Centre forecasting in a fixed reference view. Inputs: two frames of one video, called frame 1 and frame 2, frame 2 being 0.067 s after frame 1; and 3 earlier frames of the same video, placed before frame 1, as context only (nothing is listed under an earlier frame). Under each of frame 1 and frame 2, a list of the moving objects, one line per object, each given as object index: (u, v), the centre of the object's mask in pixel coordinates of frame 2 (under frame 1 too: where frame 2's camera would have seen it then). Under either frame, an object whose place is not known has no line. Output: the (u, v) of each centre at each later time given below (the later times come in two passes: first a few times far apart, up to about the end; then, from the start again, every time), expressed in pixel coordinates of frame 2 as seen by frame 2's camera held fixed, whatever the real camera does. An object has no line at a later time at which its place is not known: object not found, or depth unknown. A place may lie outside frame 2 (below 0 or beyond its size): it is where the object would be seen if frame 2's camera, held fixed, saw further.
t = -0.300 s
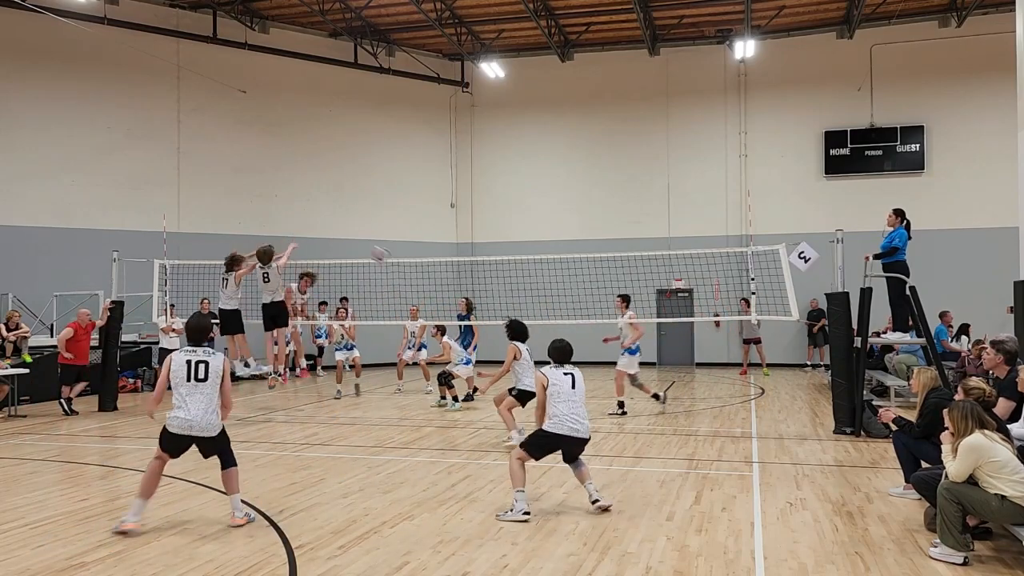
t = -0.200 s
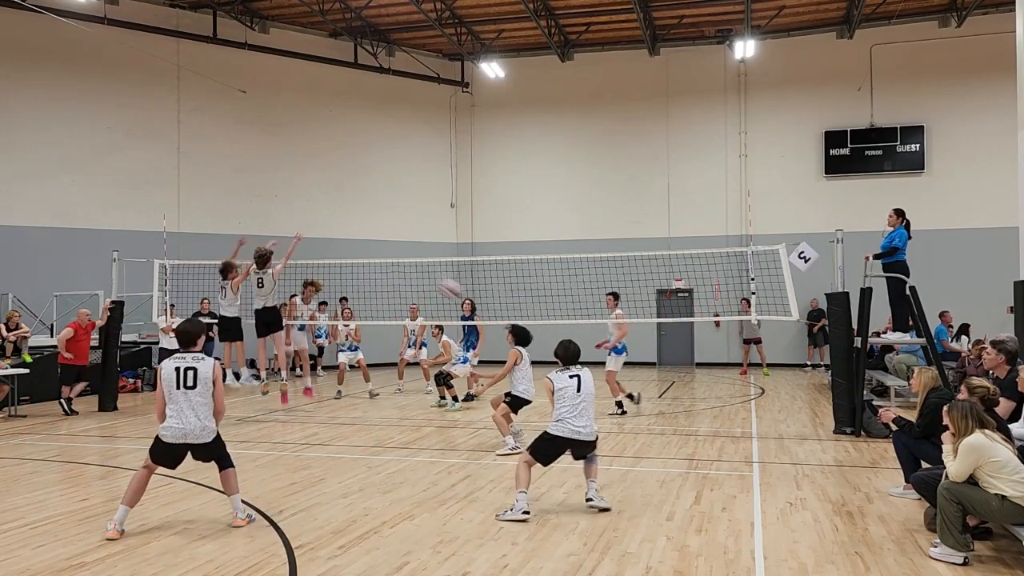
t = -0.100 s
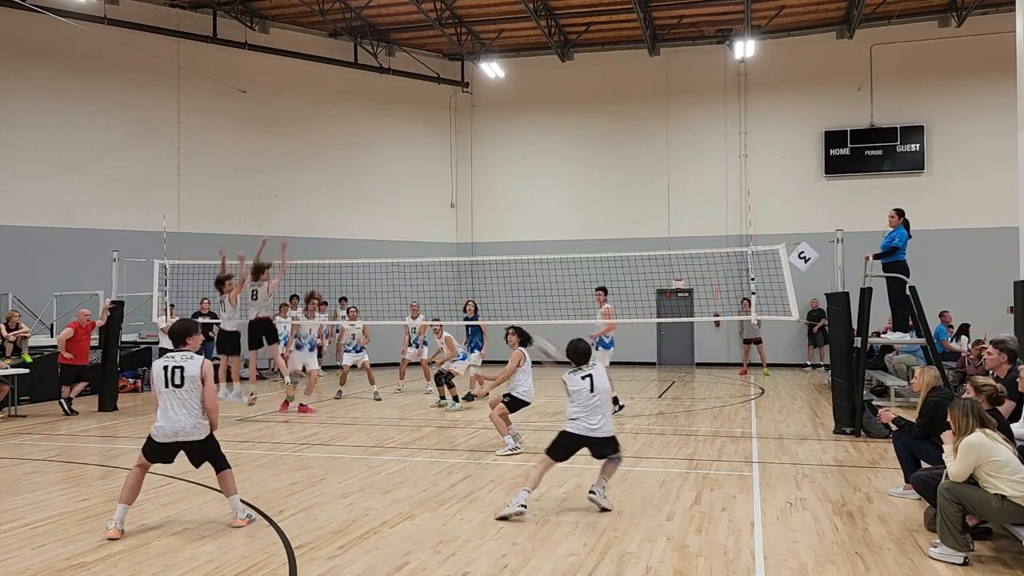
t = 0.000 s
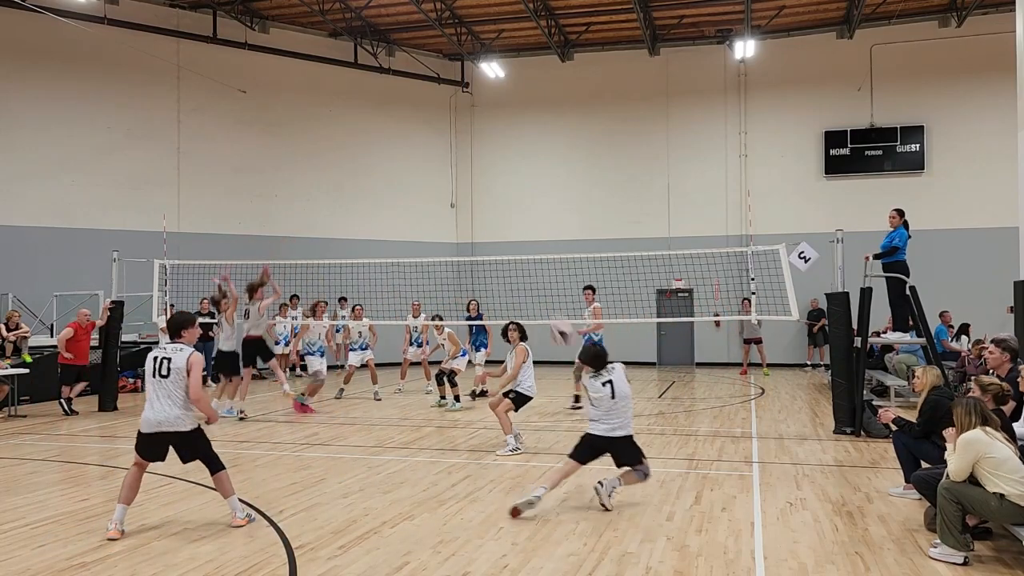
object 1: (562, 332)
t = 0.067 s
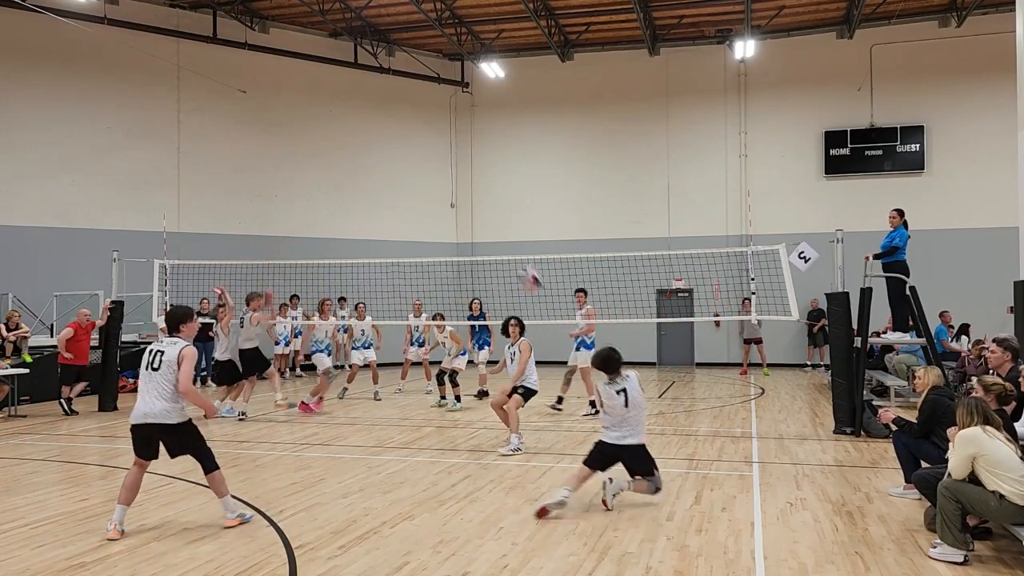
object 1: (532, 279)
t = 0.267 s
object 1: (446, 164)
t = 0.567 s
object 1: (344, 82)
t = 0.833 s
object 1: (266, 77)
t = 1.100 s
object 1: (200, 127)
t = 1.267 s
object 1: (162, 181)
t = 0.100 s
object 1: (515, 255)
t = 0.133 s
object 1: (501, 236)
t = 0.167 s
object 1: (486, 215)
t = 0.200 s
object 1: (473, 197)
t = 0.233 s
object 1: (460, 180)
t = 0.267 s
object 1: (446, 164)
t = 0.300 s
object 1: (434, 150)
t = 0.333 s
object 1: (421, 138)
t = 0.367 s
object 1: (410, 126)
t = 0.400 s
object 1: (398, 116)
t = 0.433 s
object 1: (387, 106)
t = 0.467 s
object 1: (376, 99)
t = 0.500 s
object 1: (365, 92)
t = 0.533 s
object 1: (354, 86)
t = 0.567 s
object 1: (344, 82)
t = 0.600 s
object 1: (334, 78)
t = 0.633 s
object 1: (324, 75)
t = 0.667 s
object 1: (313, 73)
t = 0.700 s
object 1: (303, 72)
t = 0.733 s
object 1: (294, 72)
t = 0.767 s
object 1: (284, 72)
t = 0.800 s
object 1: (276, 75)
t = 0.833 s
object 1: (266, 77)
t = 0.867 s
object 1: (258, 81)
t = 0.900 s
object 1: (249, 85)
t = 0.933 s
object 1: (240, 91)
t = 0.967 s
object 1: (233, 95)
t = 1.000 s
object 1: (224, 102)
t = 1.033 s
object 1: (215, 110)
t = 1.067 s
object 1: (208, 117)
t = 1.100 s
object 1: (200, 127)
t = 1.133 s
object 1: (193, 137)
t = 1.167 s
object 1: (185, 146)
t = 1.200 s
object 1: (175, 159)
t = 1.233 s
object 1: (170, 169)
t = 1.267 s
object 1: (162, 181)
